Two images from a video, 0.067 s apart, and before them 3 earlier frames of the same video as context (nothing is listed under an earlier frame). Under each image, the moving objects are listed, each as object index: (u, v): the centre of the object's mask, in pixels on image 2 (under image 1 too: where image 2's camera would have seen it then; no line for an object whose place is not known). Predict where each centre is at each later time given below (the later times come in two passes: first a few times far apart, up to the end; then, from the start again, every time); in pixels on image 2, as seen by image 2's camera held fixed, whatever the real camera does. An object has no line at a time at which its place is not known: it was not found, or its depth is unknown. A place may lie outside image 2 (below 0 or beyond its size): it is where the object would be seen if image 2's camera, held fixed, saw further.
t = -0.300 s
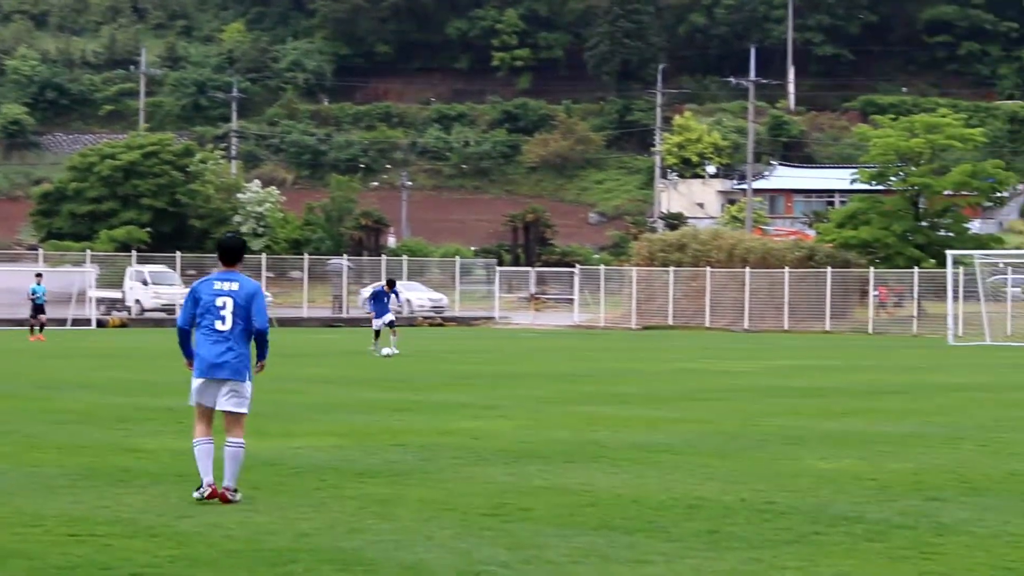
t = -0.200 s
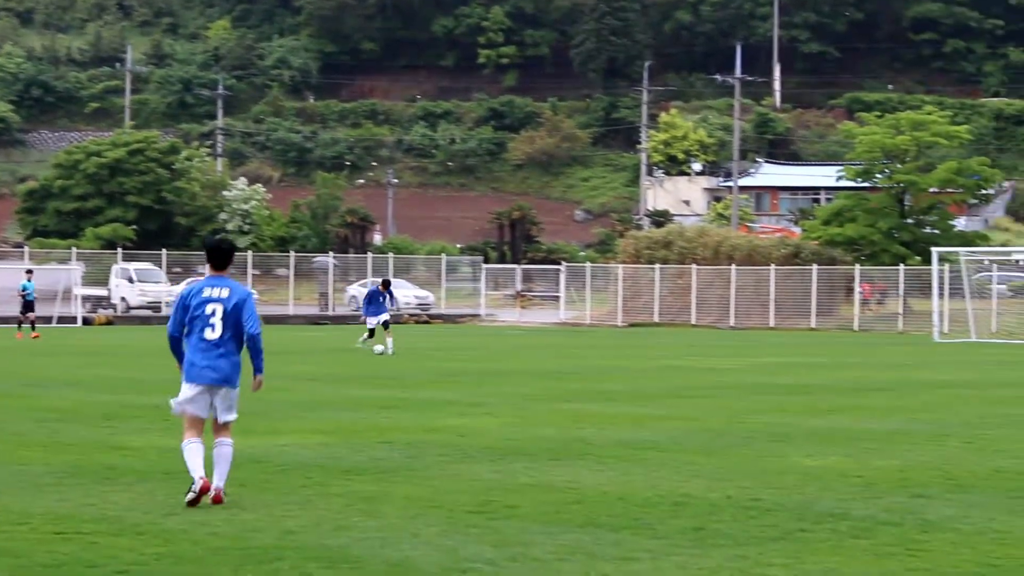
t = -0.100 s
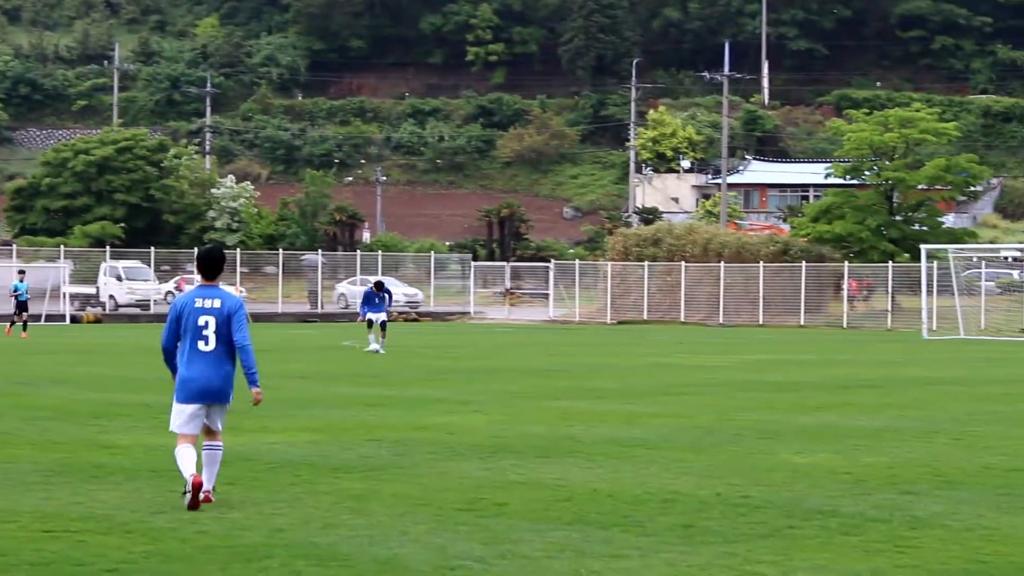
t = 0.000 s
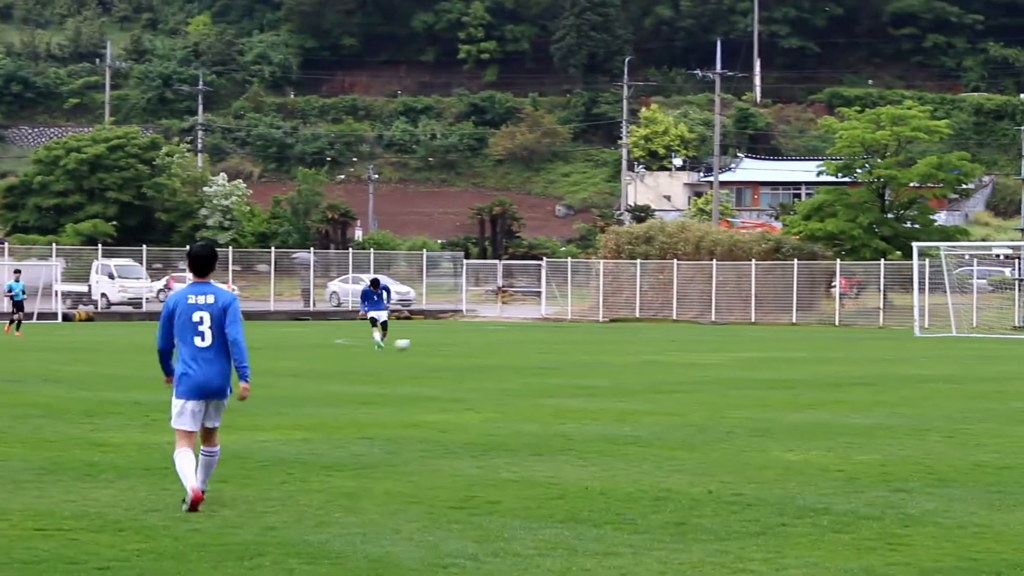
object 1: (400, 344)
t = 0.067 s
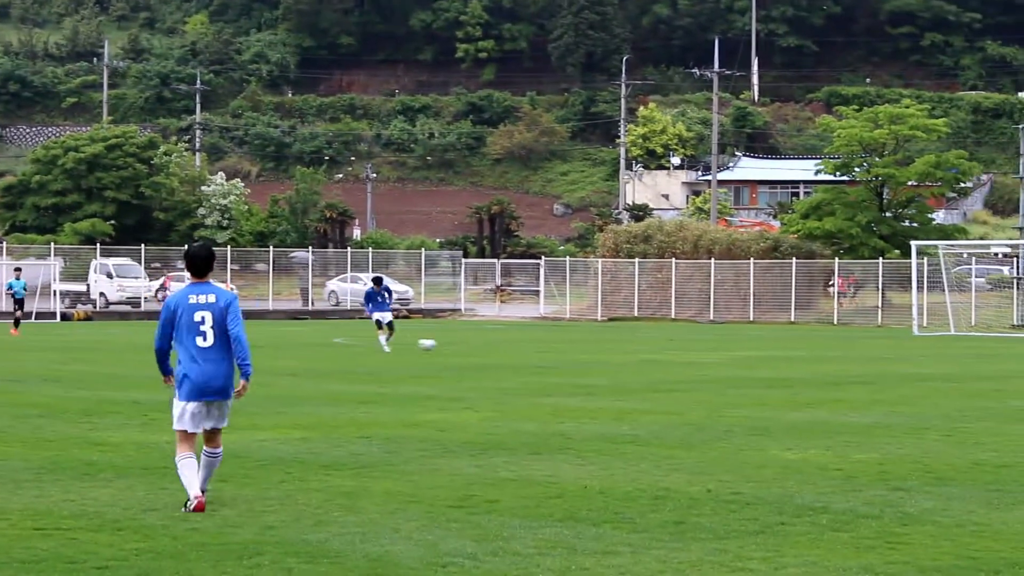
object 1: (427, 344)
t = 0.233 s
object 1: (497, 345)
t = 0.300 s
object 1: (525, 345)
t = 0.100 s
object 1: (441, 346)
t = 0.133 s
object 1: (454, 348)
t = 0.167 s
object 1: (469, 349)
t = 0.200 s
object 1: (483, 347)
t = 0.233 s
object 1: (497, 345)
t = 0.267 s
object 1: (510, 344)
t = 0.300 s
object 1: (525, 345)
